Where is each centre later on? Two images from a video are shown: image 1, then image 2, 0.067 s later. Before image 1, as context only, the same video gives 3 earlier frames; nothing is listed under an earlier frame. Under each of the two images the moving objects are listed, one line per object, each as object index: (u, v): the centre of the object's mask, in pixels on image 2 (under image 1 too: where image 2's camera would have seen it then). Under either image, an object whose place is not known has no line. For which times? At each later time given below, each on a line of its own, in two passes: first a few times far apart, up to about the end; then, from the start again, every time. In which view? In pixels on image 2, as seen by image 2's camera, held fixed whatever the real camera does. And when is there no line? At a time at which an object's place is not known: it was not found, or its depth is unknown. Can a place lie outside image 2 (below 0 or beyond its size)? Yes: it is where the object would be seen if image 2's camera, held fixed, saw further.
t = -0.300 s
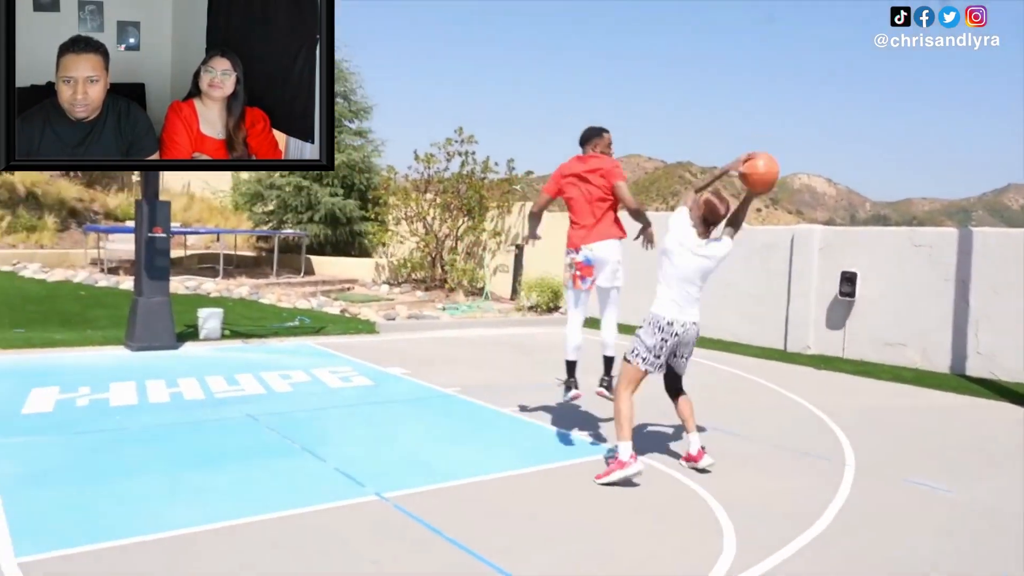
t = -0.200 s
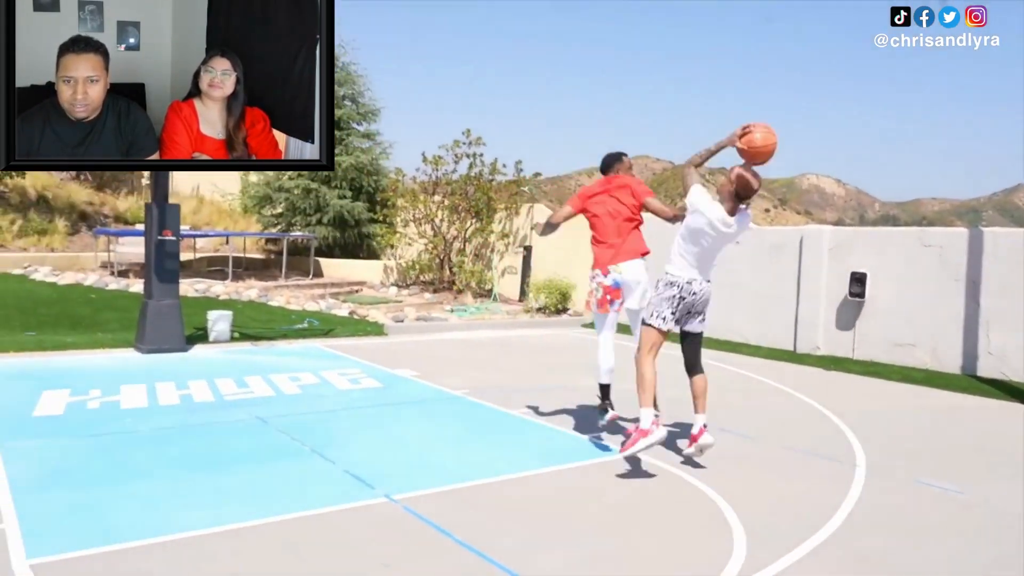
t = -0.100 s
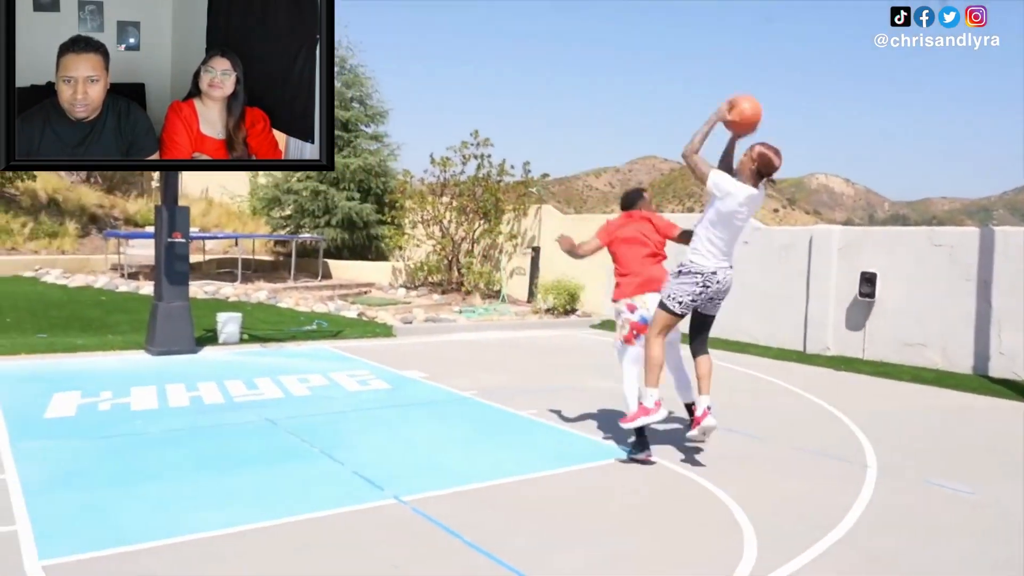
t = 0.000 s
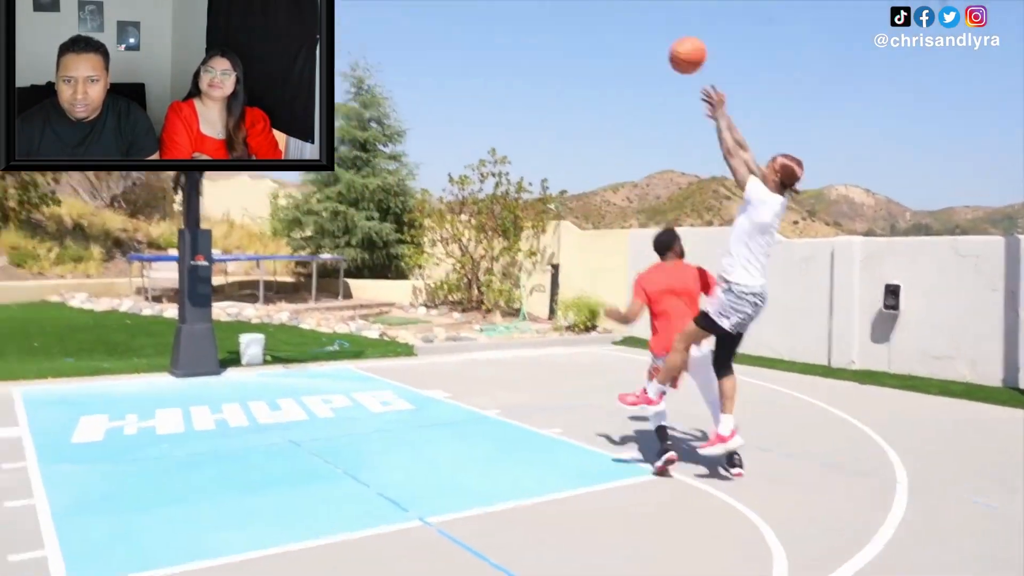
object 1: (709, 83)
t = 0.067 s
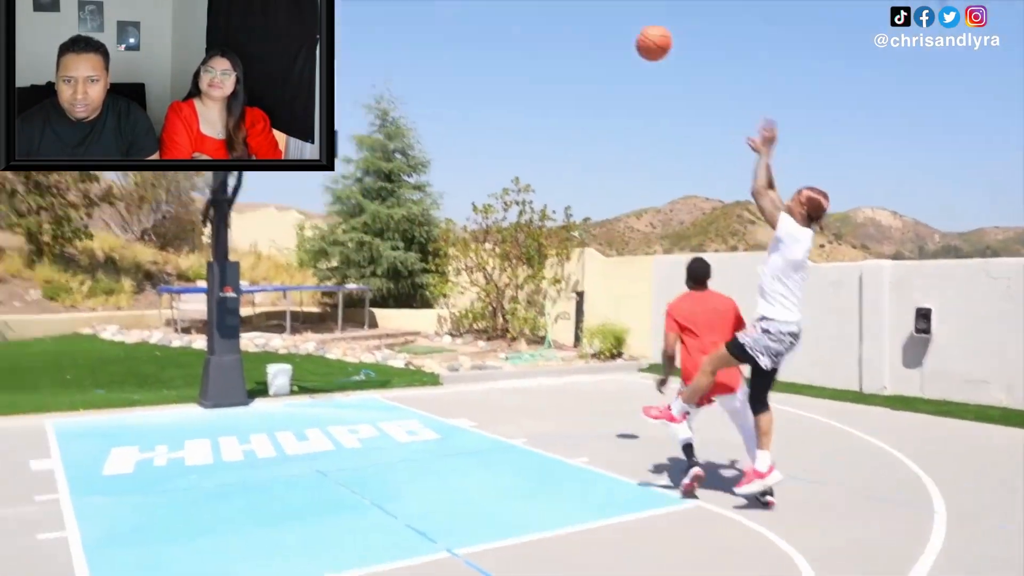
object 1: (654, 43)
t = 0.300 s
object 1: (494, -22)
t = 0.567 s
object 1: (362, -5)
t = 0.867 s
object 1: (273, 73)
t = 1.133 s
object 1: (296, 141)
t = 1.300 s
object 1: (318, 240)
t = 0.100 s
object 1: (627, 27)
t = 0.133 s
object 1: (602, 14)
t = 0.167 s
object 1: (578, 3)
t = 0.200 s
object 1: (556, -6)
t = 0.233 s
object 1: (534, -13)
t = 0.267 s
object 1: (514, -19)
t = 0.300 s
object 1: (494, -22)
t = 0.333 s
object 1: (475, -25)
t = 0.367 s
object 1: (456, -25)
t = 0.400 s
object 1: (439, -25)
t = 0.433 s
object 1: (423, -23)
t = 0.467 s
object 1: (407, -20)
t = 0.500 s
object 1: (391, -16)
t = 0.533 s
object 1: (376, -11)
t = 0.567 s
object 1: (362, -5)
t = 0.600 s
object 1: (348, 2)
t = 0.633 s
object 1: (335, 10)
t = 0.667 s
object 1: (323, 19)
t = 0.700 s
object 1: (310, 28)
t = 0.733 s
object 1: (299, 38)
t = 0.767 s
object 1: (287, 49)
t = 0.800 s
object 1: (277, 61)
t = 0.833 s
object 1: (271, 70)
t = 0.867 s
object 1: (273, 73)
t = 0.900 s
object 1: (276, 76)
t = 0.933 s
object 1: (278, 81)
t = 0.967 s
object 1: (281, 88)
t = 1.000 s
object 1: (284, 95)
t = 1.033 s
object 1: (287, 105)
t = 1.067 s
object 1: (290, 115)
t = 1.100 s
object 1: (293, 128)
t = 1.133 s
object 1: (296, 141)
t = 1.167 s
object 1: (300, 157)
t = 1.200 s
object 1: (304, 175)
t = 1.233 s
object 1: (308, 194)
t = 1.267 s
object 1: (315, 217)
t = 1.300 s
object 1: (318, 240)
